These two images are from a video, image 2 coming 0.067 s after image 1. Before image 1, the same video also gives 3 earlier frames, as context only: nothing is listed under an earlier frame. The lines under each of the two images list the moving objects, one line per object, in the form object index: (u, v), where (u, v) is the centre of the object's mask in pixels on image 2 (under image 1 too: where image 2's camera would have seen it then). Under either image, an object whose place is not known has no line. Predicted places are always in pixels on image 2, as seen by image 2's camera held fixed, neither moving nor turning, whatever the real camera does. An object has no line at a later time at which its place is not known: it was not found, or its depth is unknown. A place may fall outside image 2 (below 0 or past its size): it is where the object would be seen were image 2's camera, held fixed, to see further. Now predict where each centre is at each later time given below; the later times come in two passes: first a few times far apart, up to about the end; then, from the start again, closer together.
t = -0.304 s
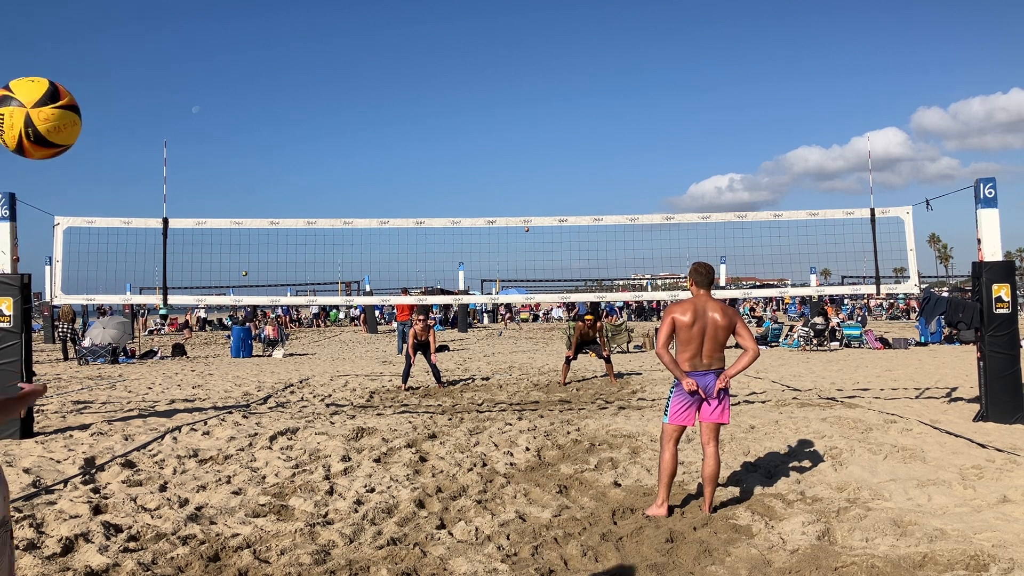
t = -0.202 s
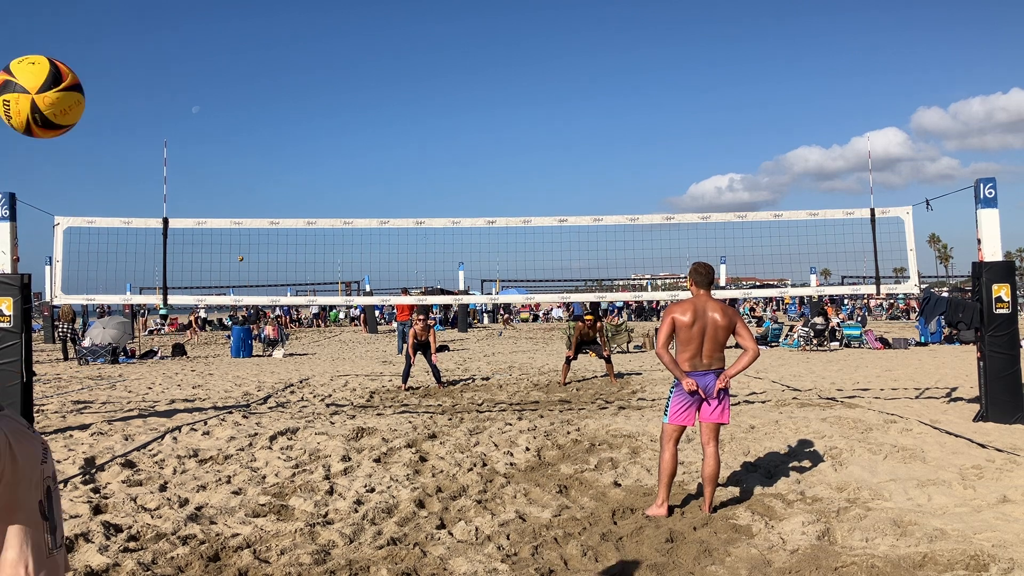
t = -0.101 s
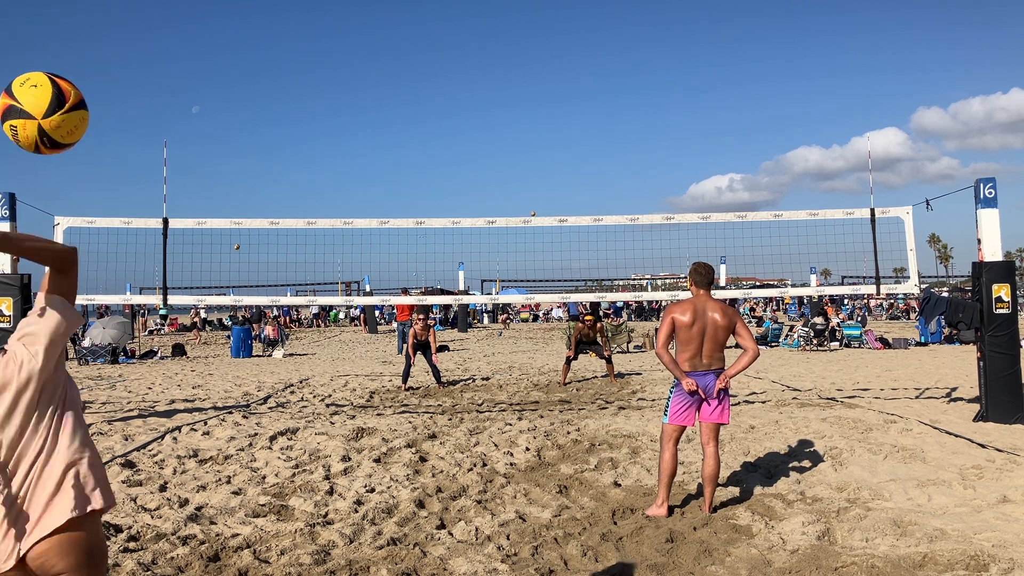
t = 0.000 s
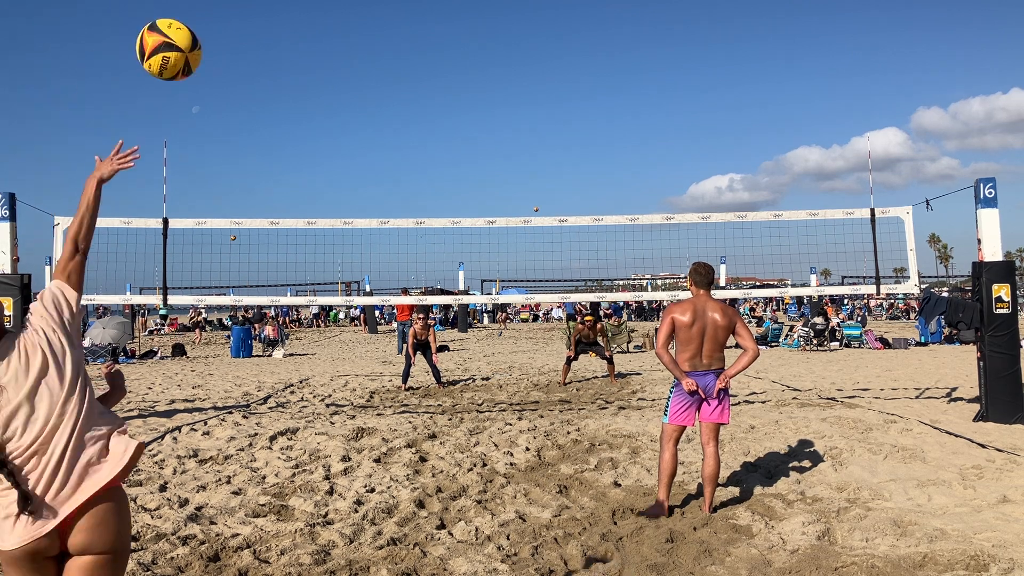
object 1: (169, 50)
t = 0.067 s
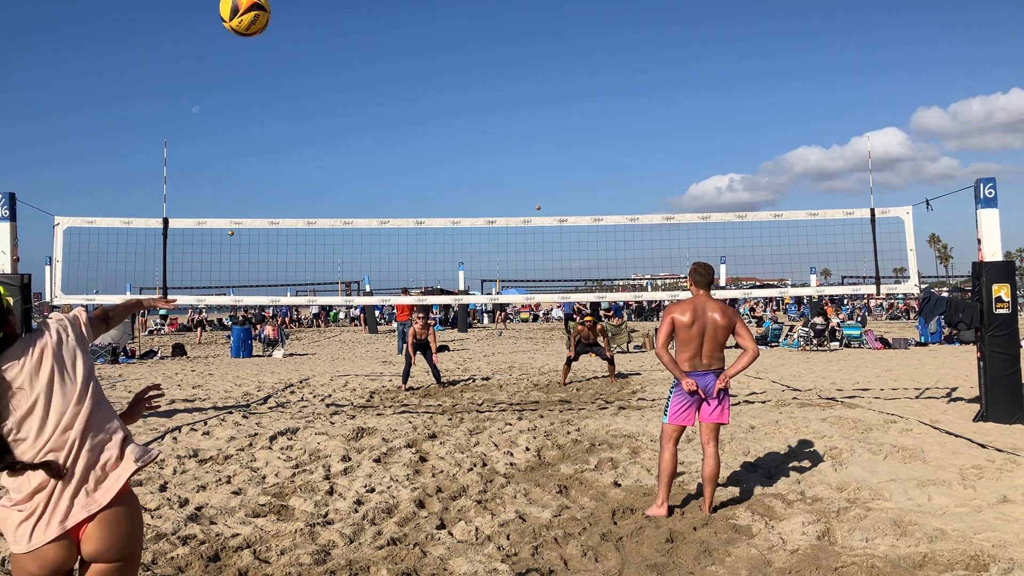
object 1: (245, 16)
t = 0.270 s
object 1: (360, 3)
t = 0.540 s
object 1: (420, 39)
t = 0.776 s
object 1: (449, 109)
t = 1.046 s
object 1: (474, 201)
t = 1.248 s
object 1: (490, 275)
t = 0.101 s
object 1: (273, 10)
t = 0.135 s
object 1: (297, 7)
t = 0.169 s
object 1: (316, 4)
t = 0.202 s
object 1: (333, 3)
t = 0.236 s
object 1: (348, 3)
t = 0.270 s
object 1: (360, 3)
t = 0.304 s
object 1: (371, 4)
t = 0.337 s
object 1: (380, 5)
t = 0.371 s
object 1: (389, 7)
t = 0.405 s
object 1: (396, 10)
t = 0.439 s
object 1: (403, 15)
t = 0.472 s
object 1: (410, 22)
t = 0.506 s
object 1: (415, 30)
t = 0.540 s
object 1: (420, 39)
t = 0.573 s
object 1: (426, 48)
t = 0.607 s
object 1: (430, 57)
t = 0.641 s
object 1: (434, 67)
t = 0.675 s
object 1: (438, 77)
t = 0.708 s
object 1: (442, 88)
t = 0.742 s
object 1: (446, 98)
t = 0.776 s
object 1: (449, 109)
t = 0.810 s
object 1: (453, 120)
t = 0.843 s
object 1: (456, 131)
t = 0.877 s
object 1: (459, 142)
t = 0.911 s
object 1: (462, 154)
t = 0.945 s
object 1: (465, 165)
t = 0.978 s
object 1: (468, 177)
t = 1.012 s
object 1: (471, 189)
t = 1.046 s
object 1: (474, 201)
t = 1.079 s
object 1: (477, 212)
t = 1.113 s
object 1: (480, 229)
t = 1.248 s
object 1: (490, 275)
